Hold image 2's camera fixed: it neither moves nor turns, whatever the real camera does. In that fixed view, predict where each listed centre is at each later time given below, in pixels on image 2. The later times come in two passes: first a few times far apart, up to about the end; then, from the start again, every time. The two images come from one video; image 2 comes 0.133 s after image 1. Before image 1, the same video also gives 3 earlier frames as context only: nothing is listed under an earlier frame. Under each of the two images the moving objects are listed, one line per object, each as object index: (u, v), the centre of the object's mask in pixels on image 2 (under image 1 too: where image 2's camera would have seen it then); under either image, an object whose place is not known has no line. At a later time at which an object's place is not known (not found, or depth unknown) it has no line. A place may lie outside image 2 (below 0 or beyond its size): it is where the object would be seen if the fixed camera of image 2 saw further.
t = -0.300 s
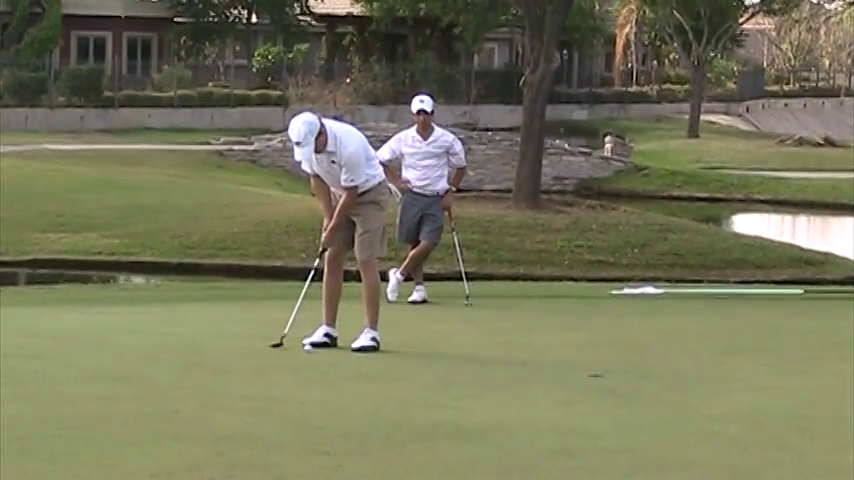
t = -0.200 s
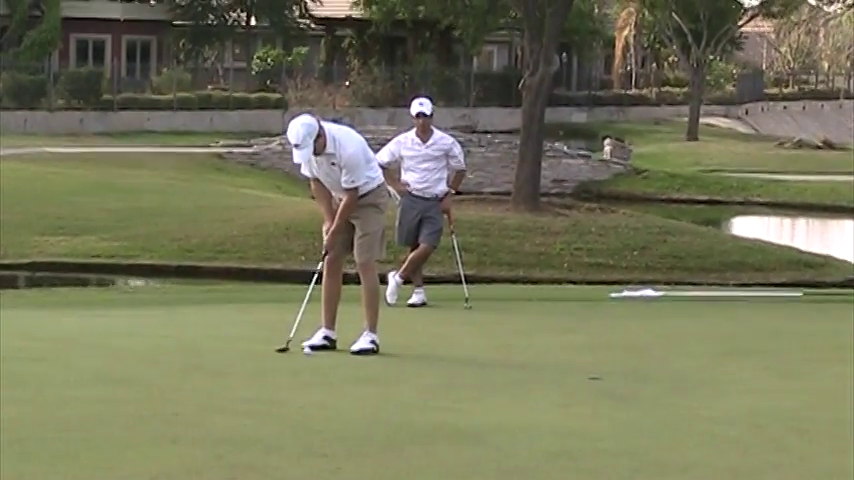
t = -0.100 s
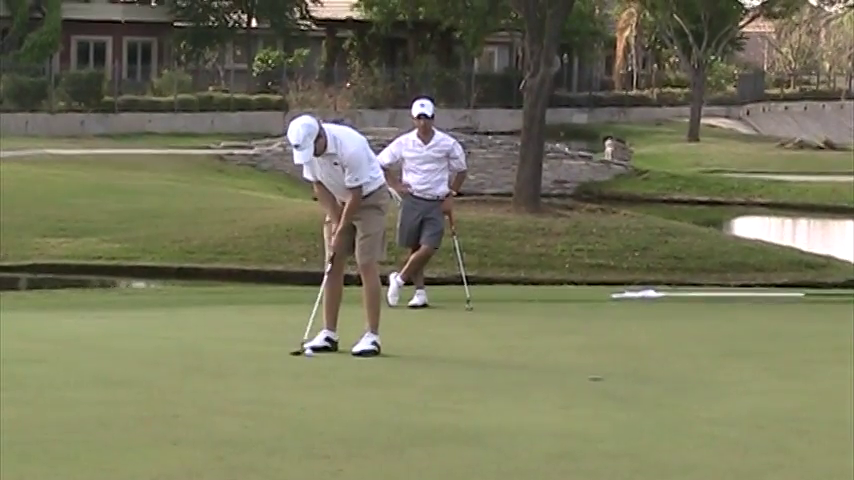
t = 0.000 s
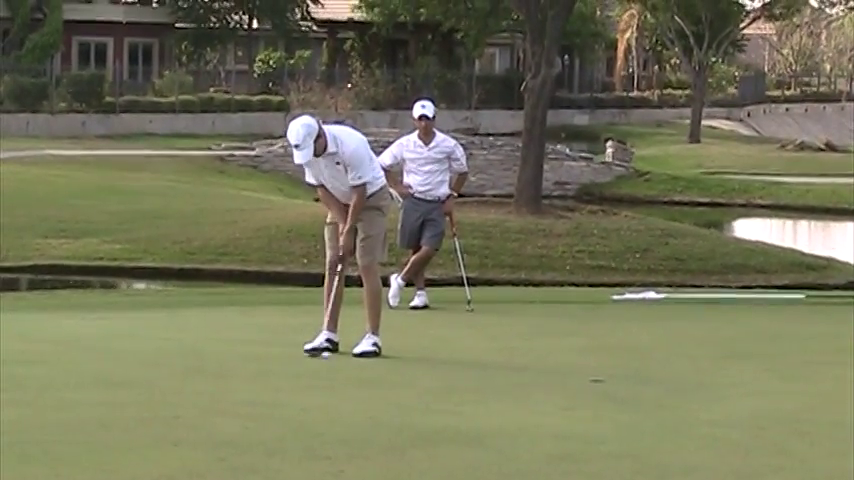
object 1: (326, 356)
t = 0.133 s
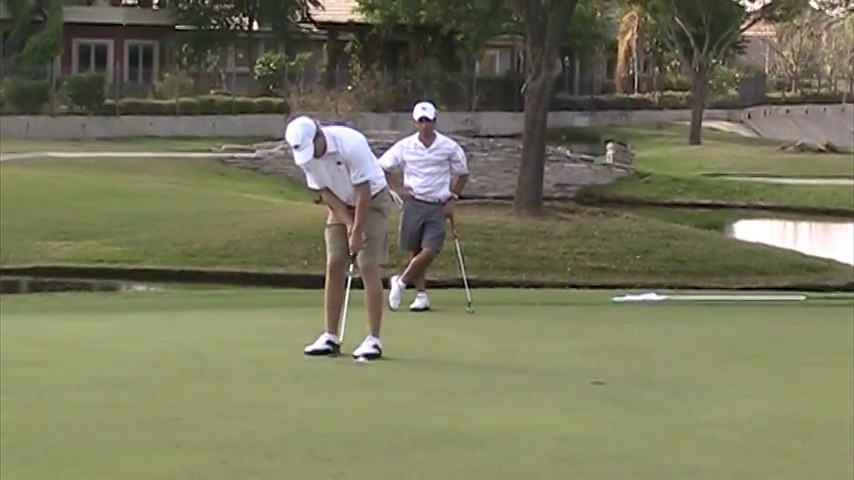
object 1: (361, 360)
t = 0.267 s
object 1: (390, 361)
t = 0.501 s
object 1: (440, 366)
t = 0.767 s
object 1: (494, 371)
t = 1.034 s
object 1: (543, 375)
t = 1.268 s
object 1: (581, 378)
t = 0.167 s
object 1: (369, 360)
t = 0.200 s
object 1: (376, 361)
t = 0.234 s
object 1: (384, 361)
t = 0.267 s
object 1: (390, 361)
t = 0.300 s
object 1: (397, 361)
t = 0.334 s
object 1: (405, 363)
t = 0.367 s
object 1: (412, 363)
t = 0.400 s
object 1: (419, 364)
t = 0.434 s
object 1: (426, 365)
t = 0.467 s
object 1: (433, 366)
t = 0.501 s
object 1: (440, 366)
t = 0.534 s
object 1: (447, 367)
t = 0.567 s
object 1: (454, 368)
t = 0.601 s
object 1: (460, 368)
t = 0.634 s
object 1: (467, 369)
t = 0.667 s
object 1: (473, 369)
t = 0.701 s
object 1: (481, 370)
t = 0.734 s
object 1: (487, 370)
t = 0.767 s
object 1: (494, 371)
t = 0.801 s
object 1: (499, 372)
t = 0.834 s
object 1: (506, 372)
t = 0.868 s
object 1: (513, 373)
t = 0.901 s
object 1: (518, 373)
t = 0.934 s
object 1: (525, 374)
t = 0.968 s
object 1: (531, 374)
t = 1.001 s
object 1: (537, 375)
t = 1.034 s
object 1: (543, 375)
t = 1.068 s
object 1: (548, 375)
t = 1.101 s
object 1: (554, 376)
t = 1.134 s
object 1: (560, 376)
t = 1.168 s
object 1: (565, 377)
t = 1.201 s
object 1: (571, 377)
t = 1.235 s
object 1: (576, 377)
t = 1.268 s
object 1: (581, 378)
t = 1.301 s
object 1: (587, 378)
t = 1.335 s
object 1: (592, 379)
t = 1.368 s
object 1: (597, 381)
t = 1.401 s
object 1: (601, 383)
